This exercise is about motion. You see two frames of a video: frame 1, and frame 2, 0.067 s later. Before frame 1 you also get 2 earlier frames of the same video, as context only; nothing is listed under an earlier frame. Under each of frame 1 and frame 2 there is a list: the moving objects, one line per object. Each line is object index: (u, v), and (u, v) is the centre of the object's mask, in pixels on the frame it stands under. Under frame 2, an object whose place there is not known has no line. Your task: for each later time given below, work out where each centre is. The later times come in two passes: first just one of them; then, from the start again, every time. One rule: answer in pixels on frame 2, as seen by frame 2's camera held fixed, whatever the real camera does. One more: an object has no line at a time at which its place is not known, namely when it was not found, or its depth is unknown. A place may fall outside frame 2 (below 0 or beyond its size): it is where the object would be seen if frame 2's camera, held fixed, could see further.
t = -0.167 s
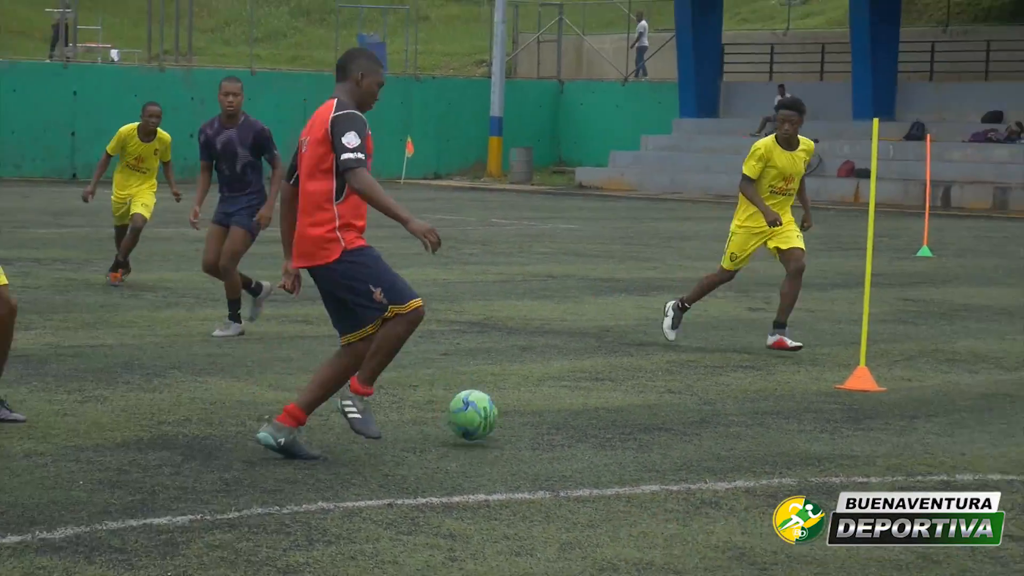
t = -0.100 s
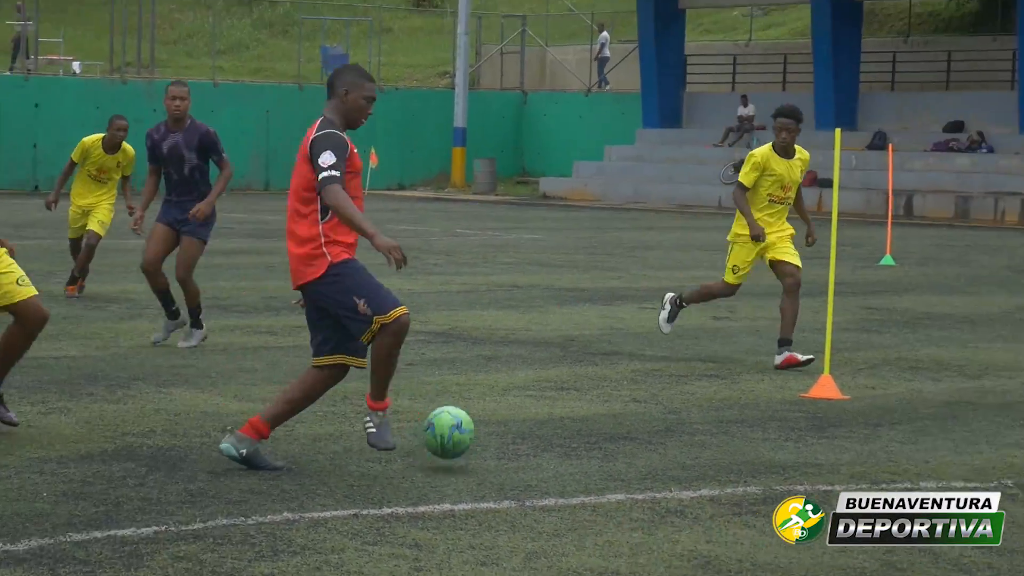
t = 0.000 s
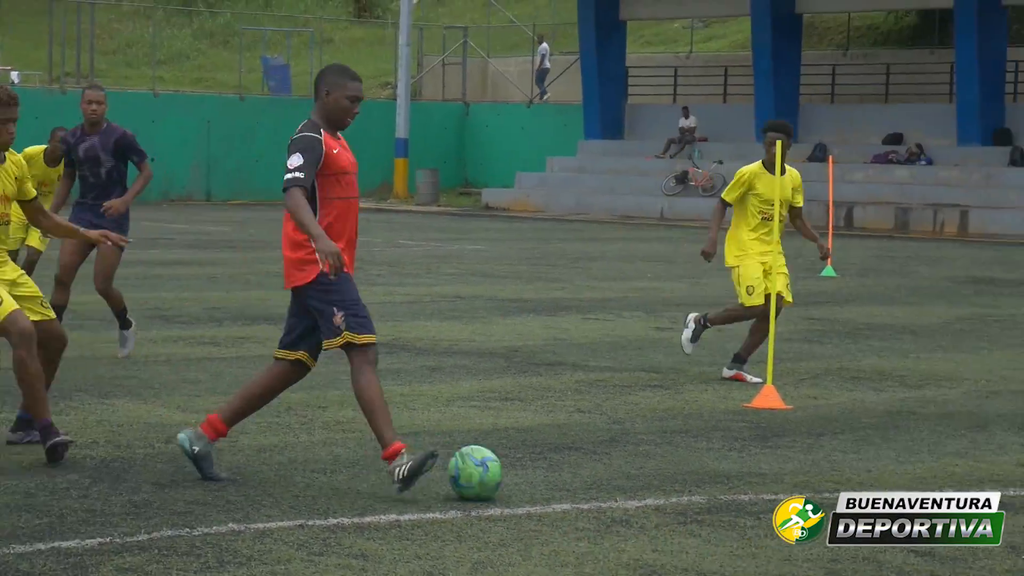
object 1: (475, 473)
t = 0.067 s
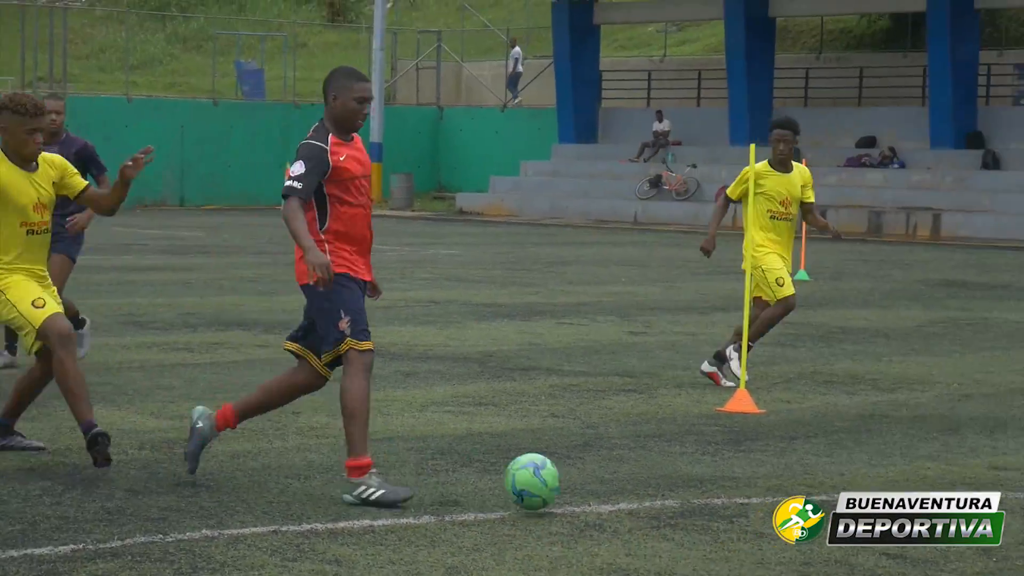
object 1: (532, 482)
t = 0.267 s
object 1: (791, 528)
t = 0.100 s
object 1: (575, 488)
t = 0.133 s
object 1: (619, 497)
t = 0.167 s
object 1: (662, 505)
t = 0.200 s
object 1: (704, 509)
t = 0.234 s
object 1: (748, 518)
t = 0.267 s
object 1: (791, 528)
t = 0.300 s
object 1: (834, 535)
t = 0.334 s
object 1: (878, 543)
